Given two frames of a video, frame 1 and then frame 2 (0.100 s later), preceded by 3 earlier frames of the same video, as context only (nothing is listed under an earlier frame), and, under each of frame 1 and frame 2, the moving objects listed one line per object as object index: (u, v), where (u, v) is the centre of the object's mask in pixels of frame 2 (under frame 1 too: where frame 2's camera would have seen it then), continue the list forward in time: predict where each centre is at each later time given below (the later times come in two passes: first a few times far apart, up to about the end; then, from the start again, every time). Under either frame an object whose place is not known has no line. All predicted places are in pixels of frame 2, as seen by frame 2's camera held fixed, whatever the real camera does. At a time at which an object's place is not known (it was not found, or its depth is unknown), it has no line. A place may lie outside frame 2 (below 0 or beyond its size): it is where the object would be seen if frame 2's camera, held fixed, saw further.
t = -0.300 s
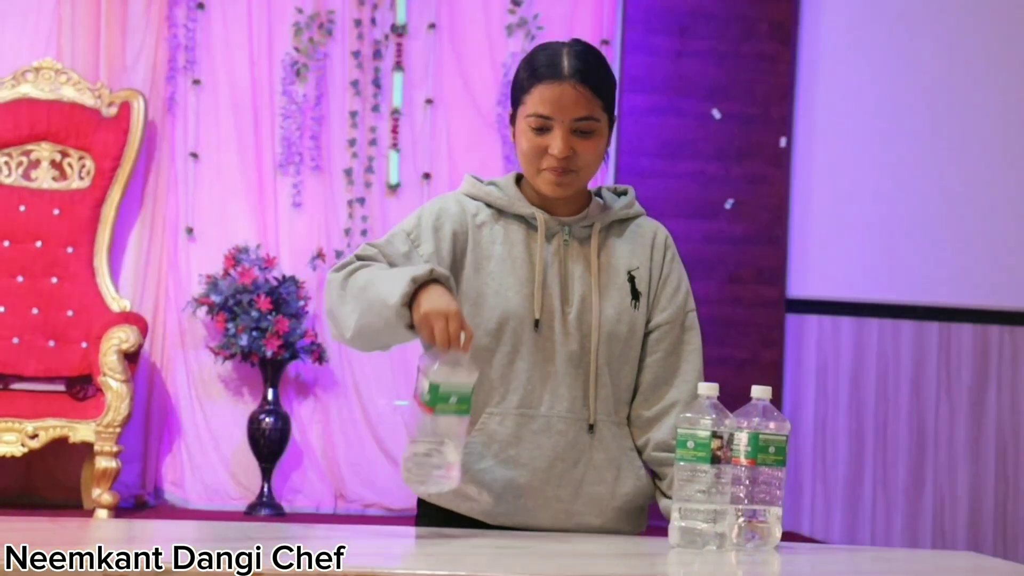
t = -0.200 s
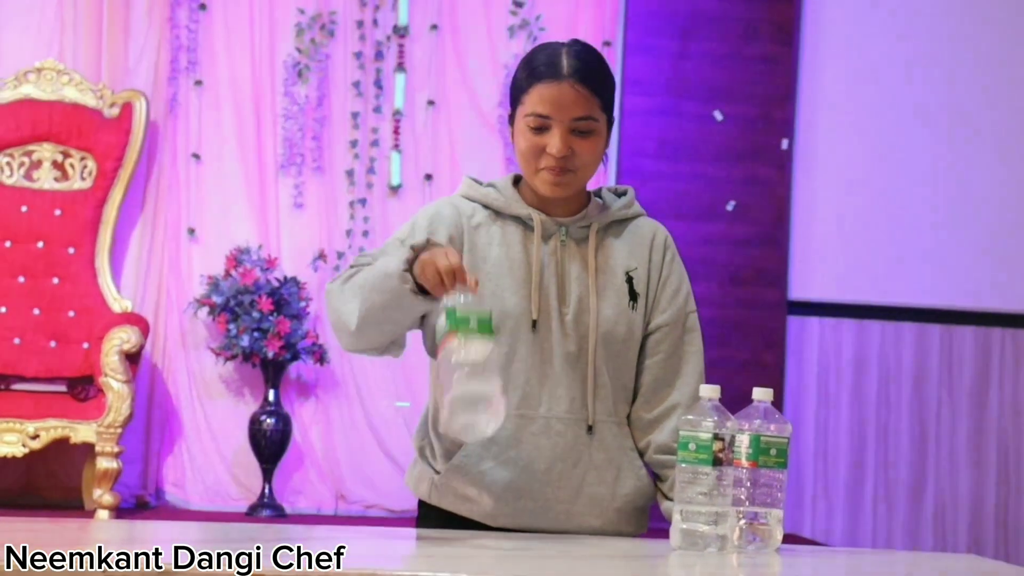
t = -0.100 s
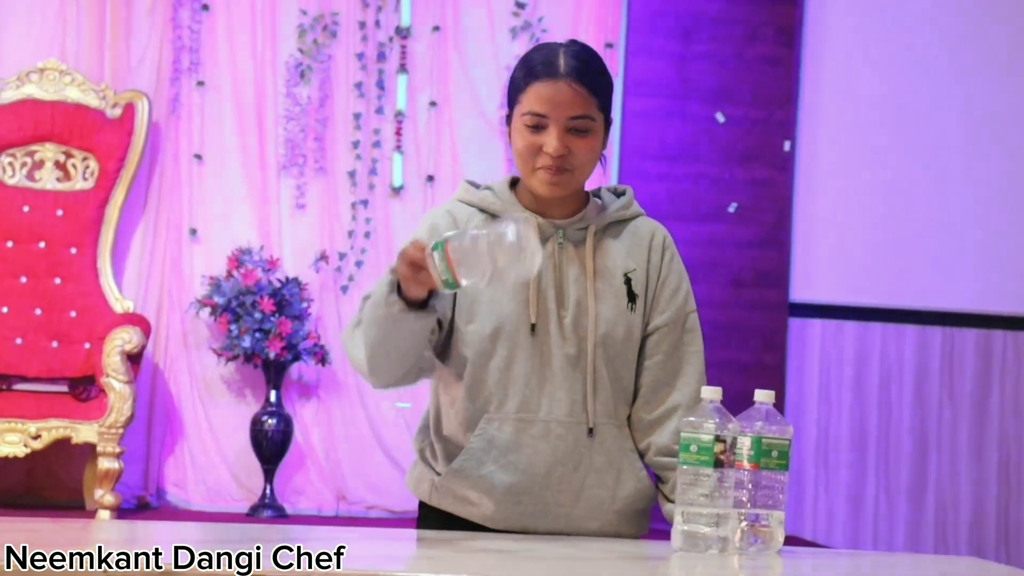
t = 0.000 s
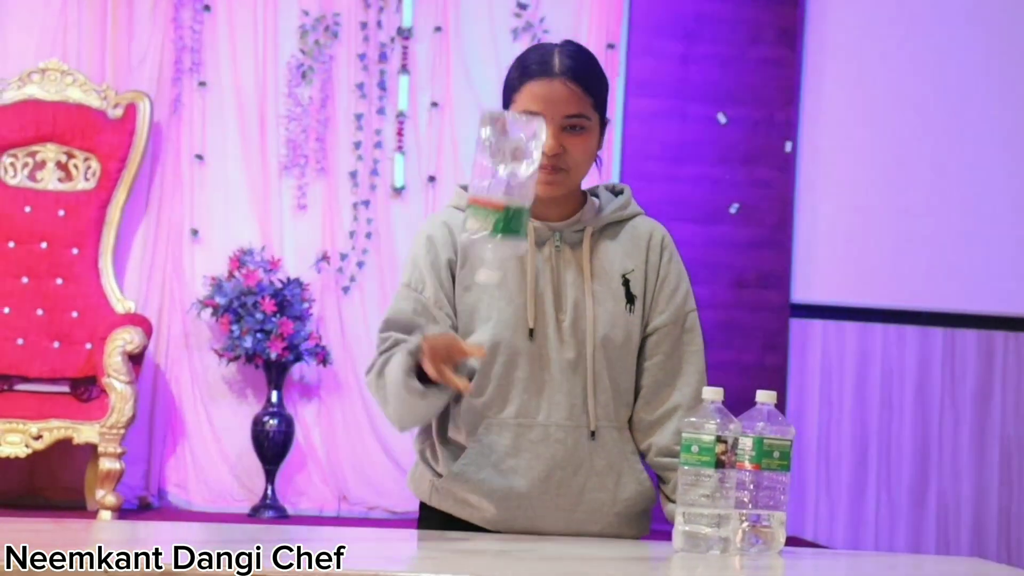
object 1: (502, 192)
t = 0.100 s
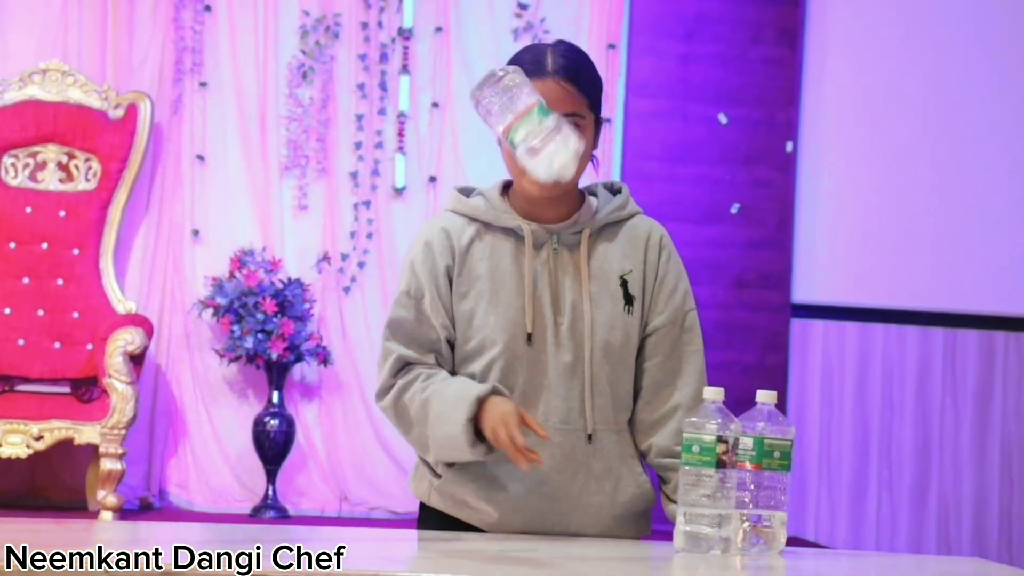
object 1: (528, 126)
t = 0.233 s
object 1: (526, 146)
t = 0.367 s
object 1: (508, 347)
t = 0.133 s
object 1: (530, 115)
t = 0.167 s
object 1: (530, 114)
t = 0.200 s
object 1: (528, 124)
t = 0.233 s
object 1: (526, 146)
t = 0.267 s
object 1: (522, 179)
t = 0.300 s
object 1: (518, 223)
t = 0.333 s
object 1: (513, 279)
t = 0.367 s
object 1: (508, 347)
